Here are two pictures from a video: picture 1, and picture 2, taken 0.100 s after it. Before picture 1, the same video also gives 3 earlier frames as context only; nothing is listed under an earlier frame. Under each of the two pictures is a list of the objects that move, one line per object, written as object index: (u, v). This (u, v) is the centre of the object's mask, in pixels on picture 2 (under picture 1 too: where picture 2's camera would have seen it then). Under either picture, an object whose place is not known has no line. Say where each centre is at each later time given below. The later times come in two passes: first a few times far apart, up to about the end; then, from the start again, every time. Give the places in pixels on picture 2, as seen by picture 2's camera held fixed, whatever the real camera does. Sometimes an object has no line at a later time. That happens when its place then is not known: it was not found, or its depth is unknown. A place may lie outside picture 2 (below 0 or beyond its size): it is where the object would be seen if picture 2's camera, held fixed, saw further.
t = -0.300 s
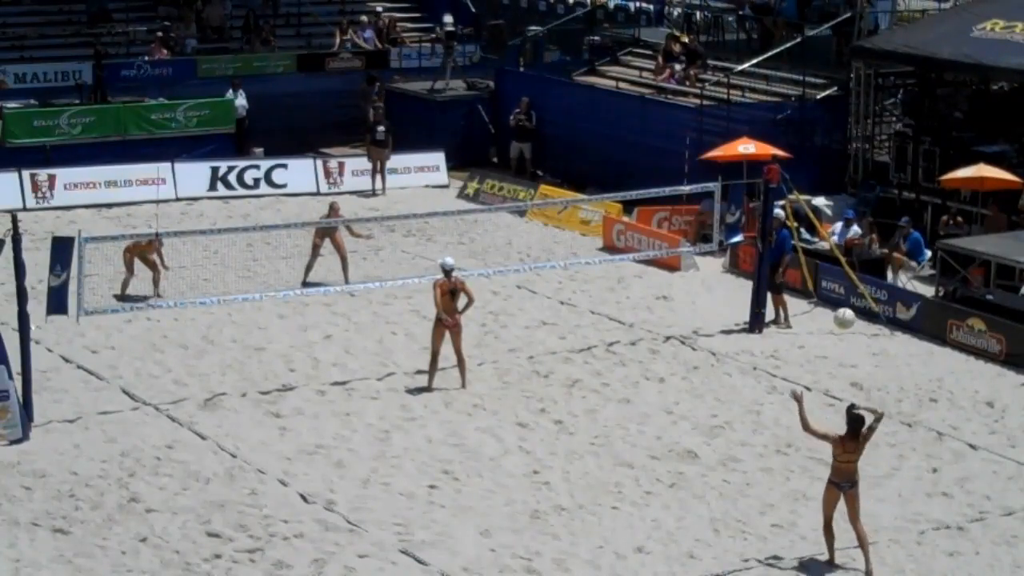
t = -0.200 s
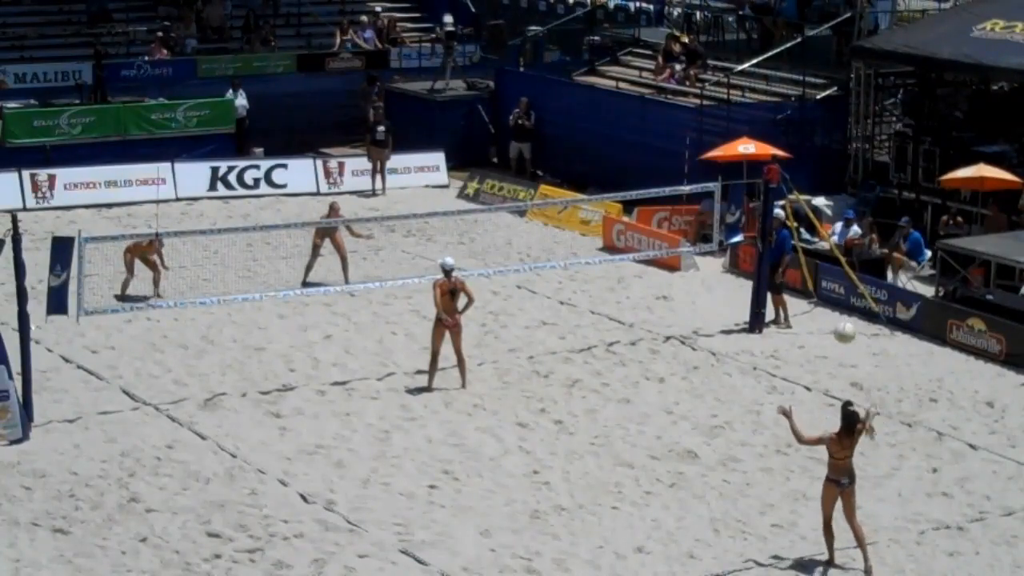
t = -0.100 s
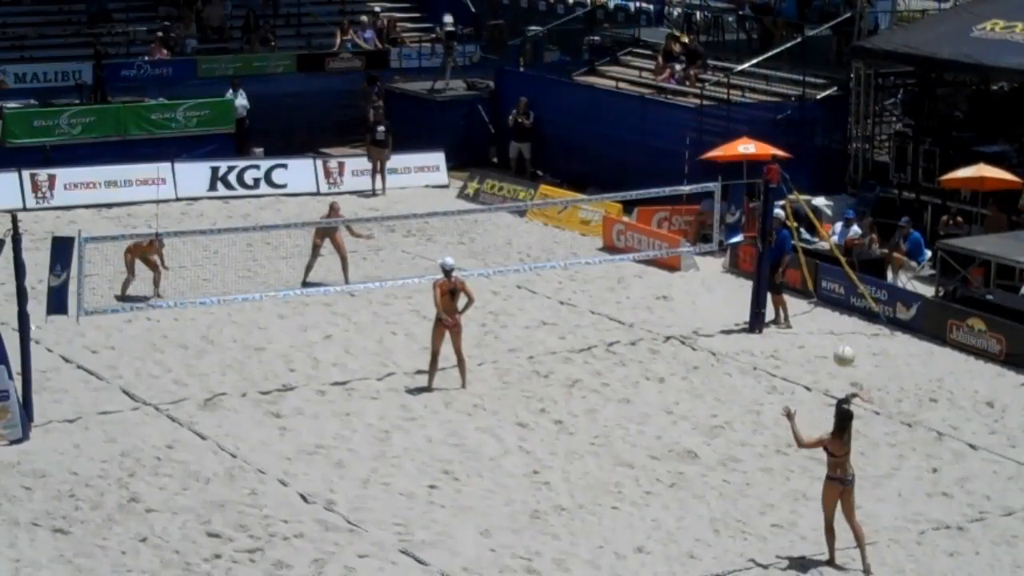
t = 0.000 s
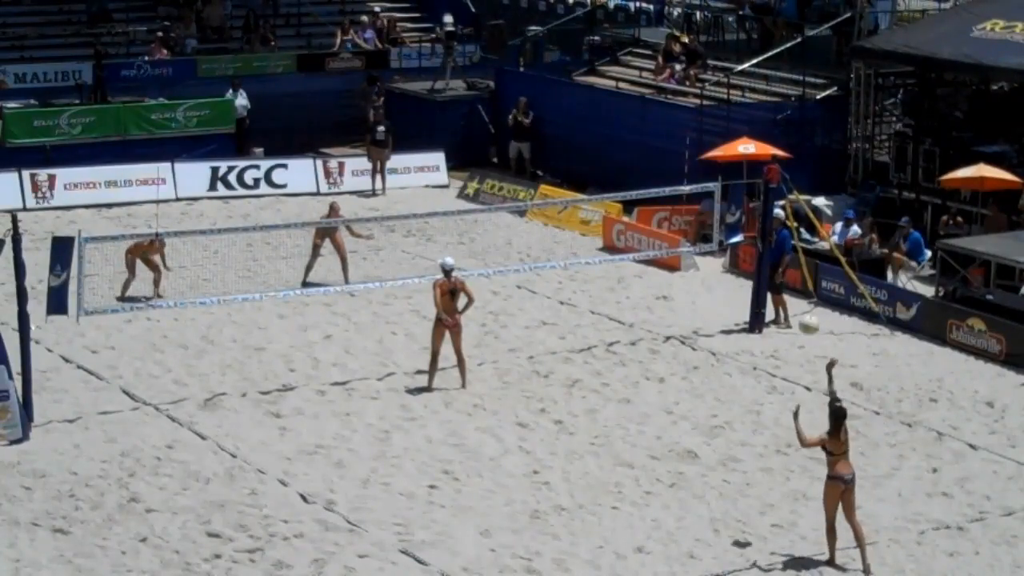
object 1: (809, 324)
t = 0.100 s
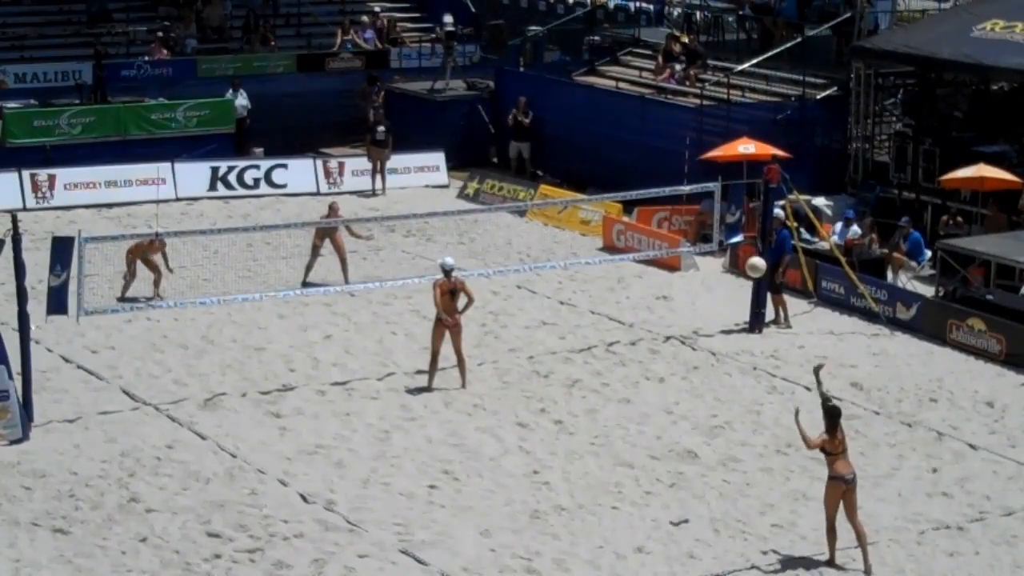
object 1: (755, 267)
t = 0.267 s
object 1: (672, 196)
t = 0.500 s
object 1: (569, 146)
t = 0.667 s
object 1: (502, 140)
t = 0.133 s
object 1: (738, 251)
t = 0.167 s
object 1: (721, 235)
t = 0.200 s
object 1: (705, 220)
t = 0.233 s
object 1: (688, 208)
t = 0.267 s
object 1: (672, 196)
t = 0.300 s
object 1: (657, 185)
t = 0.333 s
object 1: (641, 176)
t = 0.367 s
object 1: (626, 168)
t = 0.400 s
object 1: (612, 161)
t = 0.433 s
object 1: (597, 155)
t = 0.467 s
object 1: (583, 149)
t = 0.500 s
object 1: (569, 146)
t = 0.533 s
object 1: (555, 143)
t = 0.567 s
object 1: (542, 140)
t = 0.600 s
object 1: (528, 139)
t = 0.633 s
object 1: (515, 139)
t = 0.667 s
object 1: (502, 140)
